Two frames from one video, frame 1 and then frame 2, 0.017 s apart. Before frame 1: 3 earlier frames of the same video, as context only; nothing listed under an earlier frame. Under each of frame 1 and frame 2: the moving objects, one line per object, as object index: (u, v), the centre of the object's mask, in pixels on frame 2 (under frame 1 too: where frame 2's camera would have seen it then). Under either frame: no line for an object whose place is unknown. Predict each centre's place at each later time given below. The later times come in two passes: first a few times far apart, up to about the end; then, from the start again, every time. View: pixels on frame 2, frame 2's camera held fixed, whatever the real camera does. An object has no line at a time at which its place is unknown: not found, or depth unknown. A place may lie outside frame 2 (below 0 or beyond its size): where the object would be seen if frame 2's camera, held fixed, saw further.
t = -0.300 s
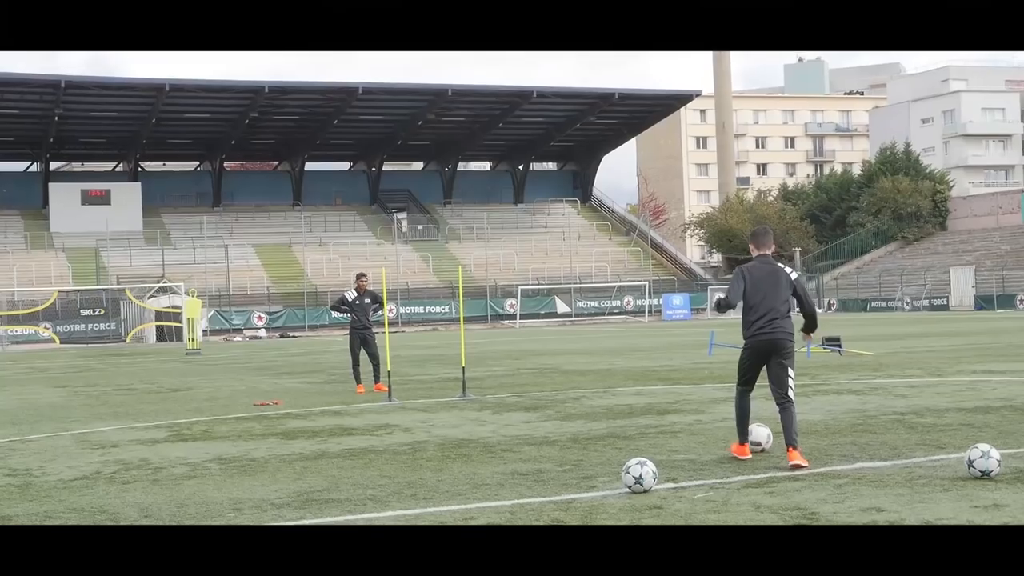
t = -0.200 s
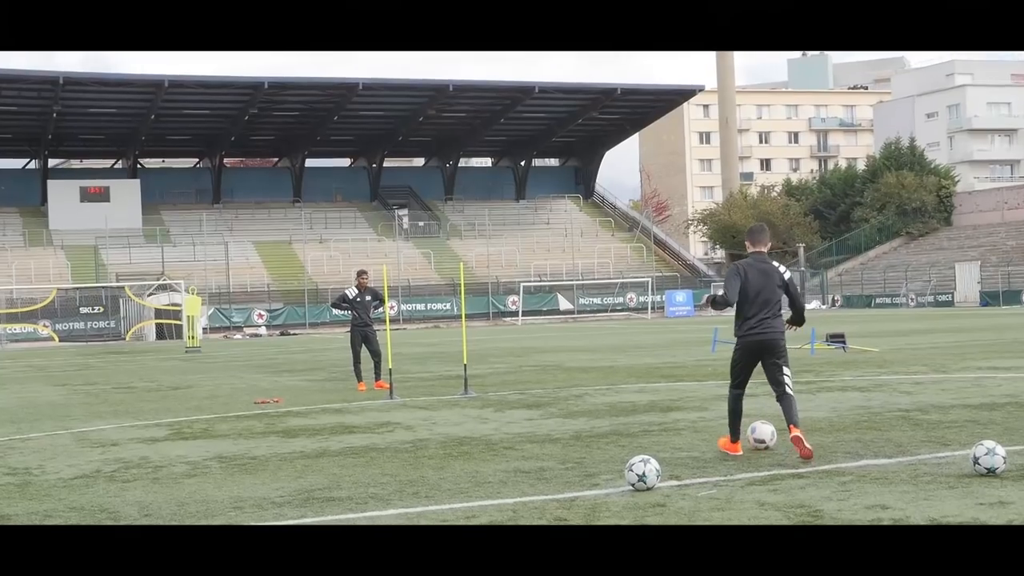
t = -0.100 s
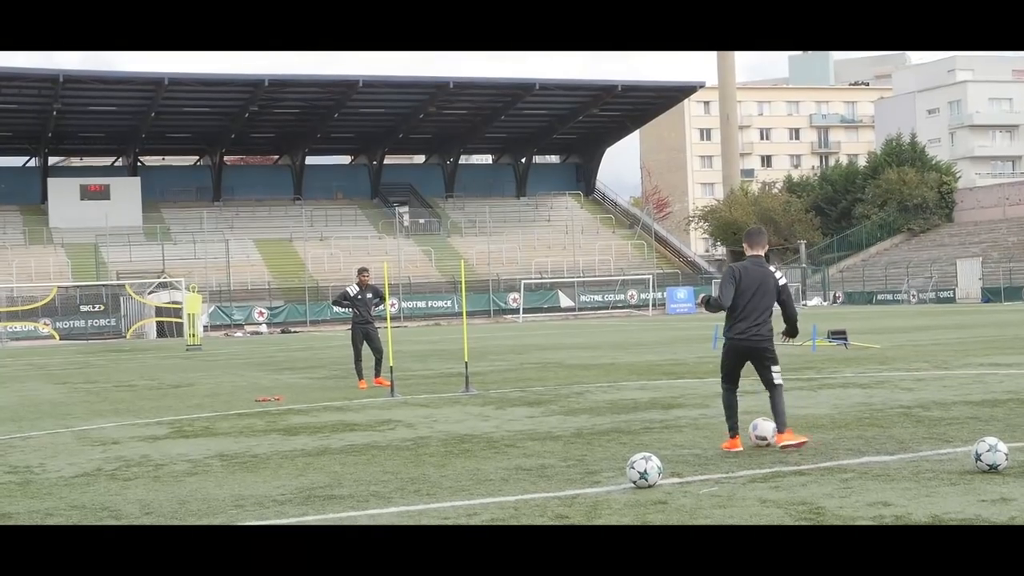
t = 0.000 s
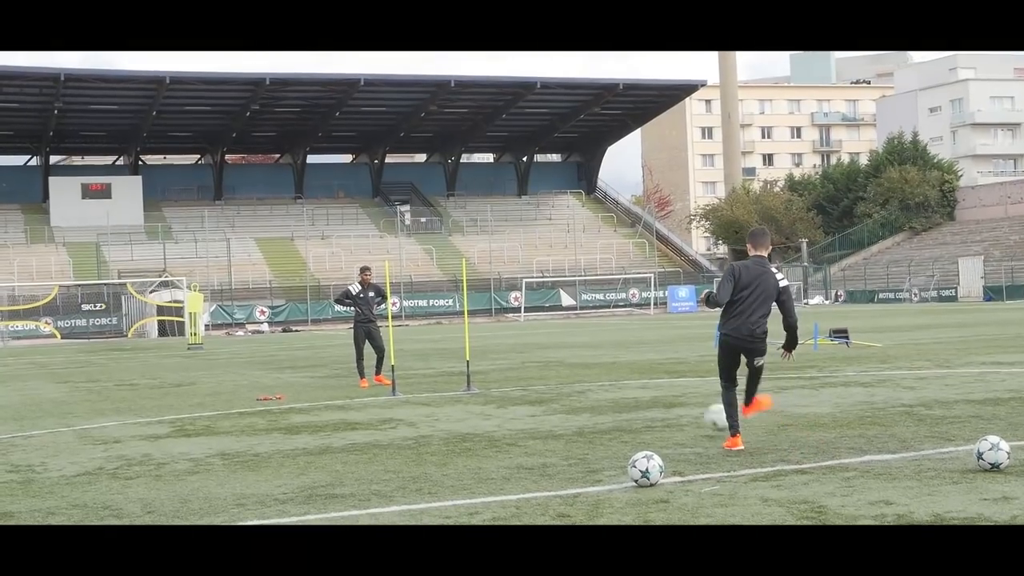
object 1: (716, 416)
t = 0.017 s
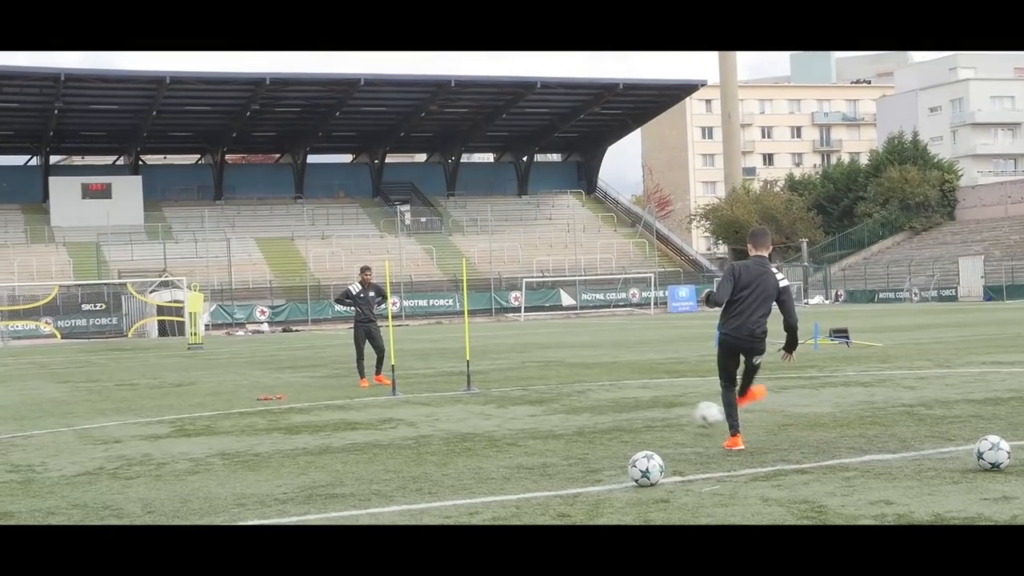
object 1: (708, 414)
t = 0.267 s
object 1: (576, 396)
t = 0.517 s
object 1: (501, 382)
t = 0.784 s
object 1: (448, 379)
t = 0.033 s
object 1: (696, 412)
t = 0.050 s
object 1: (686, 410)
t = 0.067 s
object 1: (676, 409)
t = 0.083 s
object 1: (665, 408)
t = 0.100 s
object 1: (655, 407)
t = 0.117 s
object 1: (645, 407)
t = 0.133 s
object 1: (636, 407)
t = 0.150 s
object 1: (628, 407)
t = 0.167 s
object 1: (619, 406)
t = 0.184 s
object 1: (611, 404)
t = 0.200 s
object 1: (605, 402)
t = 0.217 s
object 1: (598, 399)
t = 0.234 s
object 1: (590, 398)
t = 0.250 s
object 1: (584, 396)
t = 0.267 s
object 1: (576, 396)
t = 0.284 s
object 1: (570, 396)
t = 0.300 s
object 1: (564, 395)
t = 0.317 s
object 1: (558, 396)
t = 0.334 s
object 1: (552, 396)
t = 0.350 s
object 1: (546, 394)
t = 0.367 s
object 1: (542, 391)
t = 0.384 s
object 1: (537, 389)
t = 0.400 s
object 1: (532, 386)
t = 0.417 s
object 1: (528, 385)
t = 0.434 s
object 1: (523, 383)
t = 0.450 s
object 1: (518, 384)
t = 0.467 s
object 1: (513, 383)
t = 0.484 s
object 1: (509, 383)
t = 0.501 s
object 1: (505, 383)
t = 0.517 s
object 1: (501, 382)
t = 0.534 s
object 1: (496, 383)
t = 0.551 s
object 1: (492, 384)
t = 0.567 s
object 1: (489, 386)
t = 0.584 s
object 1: (485, 386)
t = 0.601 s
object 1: (481, 384)
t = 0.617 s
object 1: (478, 382)
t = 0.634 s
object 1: (475, 381)
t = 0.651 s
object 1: (472, 381)
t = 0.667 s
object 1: (469, 380)
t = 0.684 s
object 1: (466, 379)
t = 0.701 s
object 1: (463, 378)
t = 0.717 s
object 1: (460, 378)
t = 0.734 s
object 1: (457, 378)
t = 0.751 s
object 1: (453, 378)
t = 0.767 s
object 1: (451, 378)
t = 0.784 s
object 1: (448, 379)
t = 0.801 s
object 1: (445, 380)
